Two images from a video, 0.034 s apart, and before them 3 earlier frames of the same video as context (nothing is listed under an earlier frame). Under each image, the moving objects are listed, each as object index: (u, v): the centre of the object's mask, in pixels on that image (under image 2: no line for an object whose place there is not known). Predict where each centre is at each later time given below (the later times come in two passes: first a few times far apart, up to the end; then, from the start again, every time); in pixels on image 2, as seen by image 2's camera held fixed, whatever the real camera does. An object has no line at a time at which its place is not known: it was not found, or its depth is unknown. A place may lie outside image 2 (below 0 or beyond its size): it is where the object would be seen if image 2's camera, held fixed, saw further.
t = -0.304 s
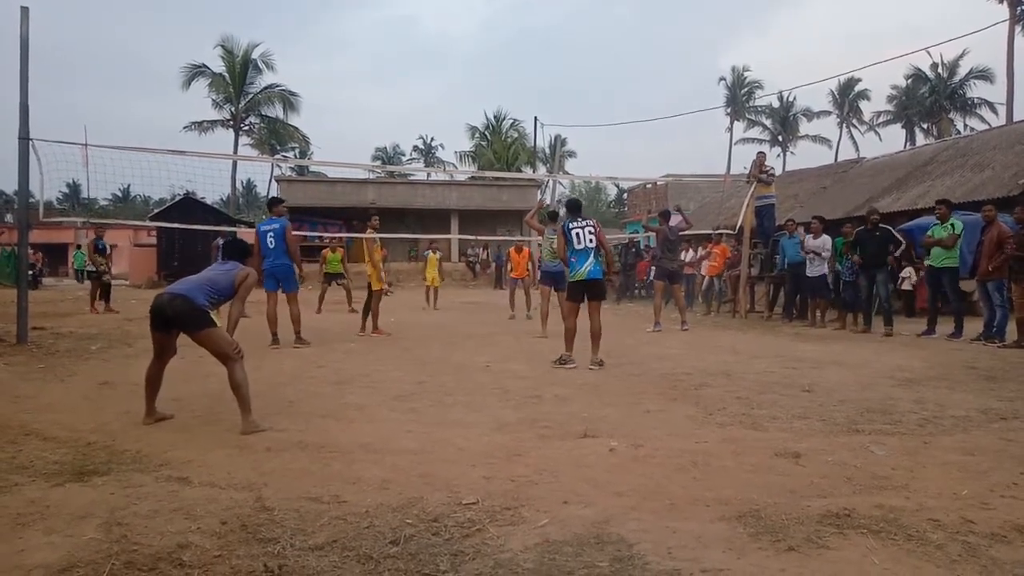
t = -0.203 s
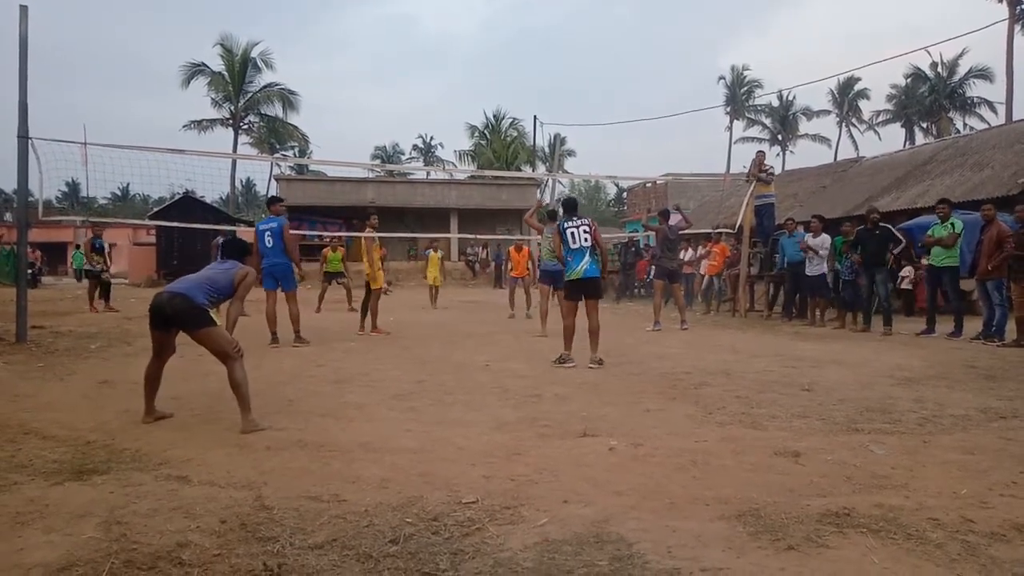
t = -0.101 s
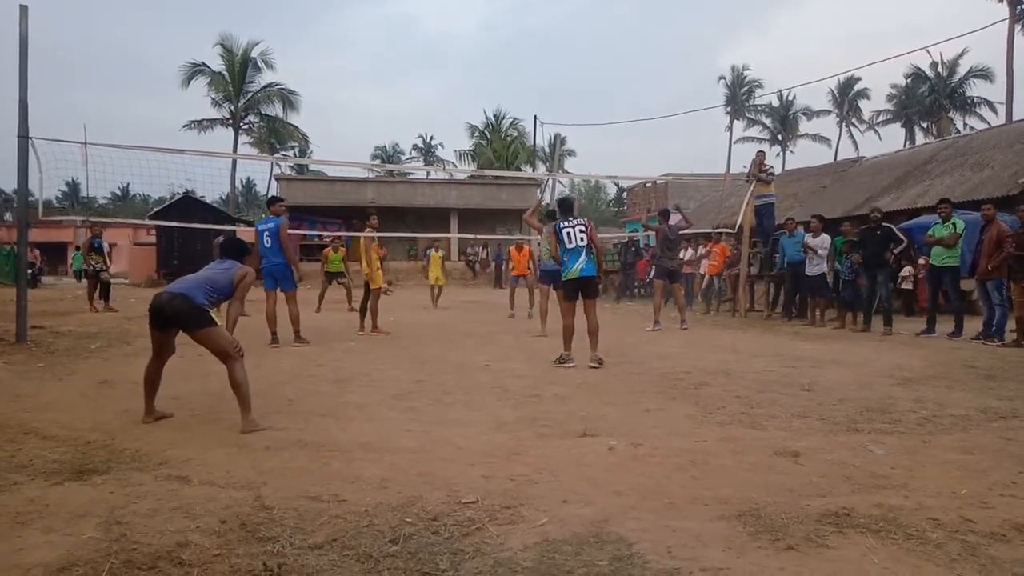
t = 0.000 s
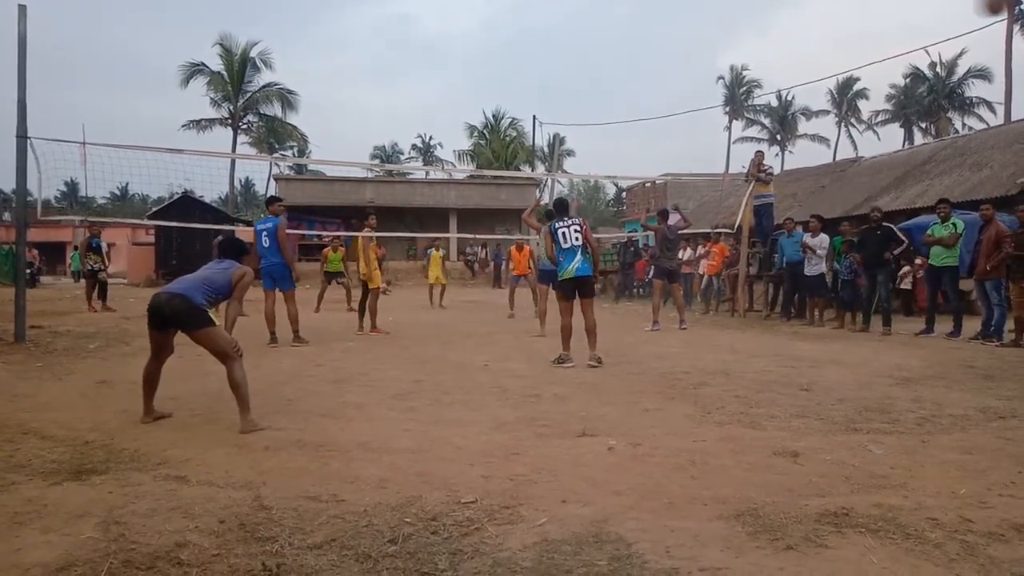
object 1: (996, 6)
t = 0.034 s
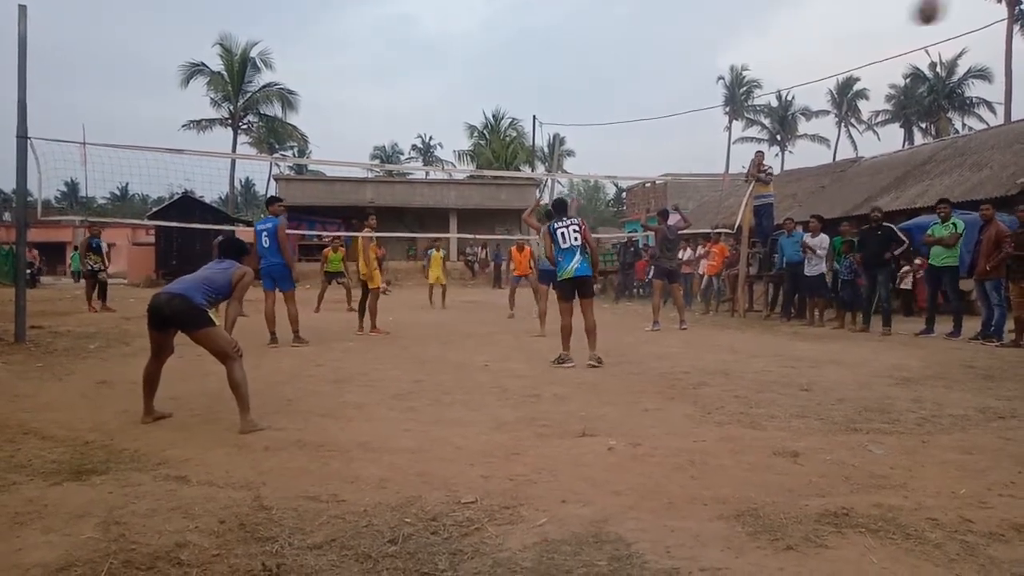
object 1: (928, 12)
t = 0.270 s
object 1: (641, 81)
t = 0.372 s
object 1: (572, 111)
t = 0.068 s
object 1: (869, 21)
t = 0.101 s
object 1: (818, 31)
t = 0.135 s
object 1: (774, 41)
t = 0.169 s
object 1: (735, 51)
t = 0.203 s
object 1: (700, 61)
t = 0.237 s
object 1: (669, 72)
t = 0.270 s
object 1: (641, 81)
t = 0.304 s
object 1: (615, 92)
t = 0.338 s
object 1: (592, 101)
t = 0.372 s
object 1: (572, 111)
